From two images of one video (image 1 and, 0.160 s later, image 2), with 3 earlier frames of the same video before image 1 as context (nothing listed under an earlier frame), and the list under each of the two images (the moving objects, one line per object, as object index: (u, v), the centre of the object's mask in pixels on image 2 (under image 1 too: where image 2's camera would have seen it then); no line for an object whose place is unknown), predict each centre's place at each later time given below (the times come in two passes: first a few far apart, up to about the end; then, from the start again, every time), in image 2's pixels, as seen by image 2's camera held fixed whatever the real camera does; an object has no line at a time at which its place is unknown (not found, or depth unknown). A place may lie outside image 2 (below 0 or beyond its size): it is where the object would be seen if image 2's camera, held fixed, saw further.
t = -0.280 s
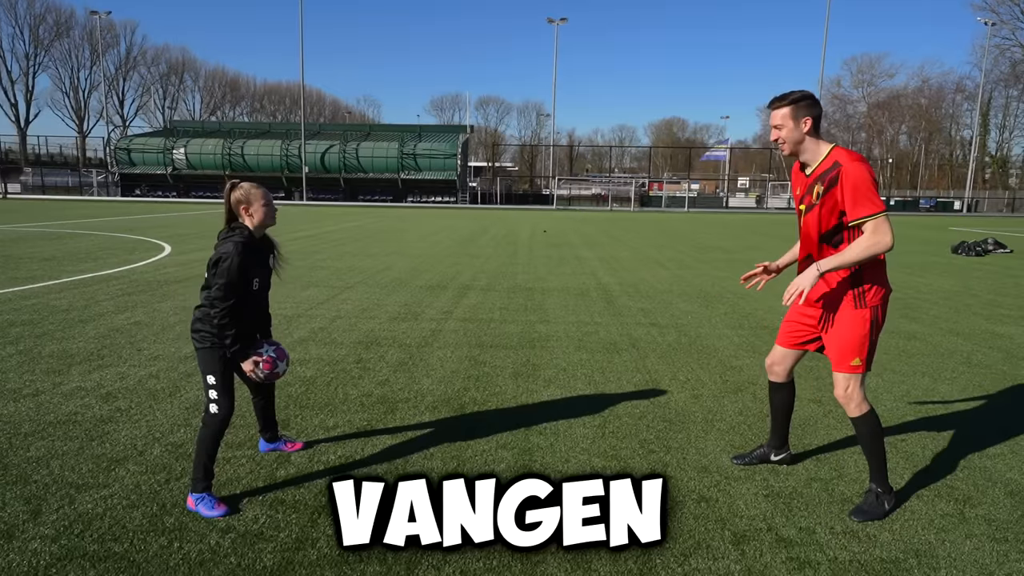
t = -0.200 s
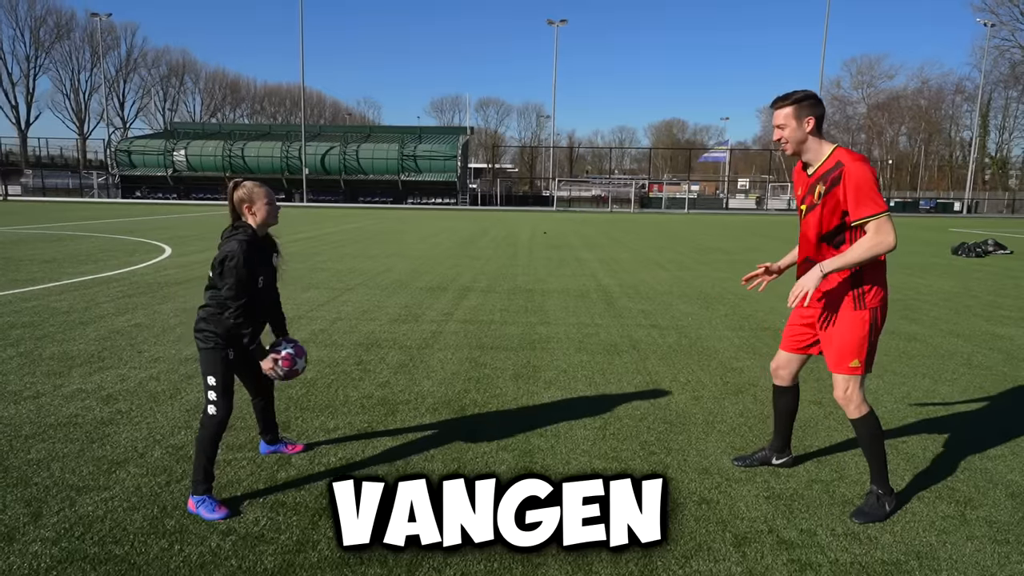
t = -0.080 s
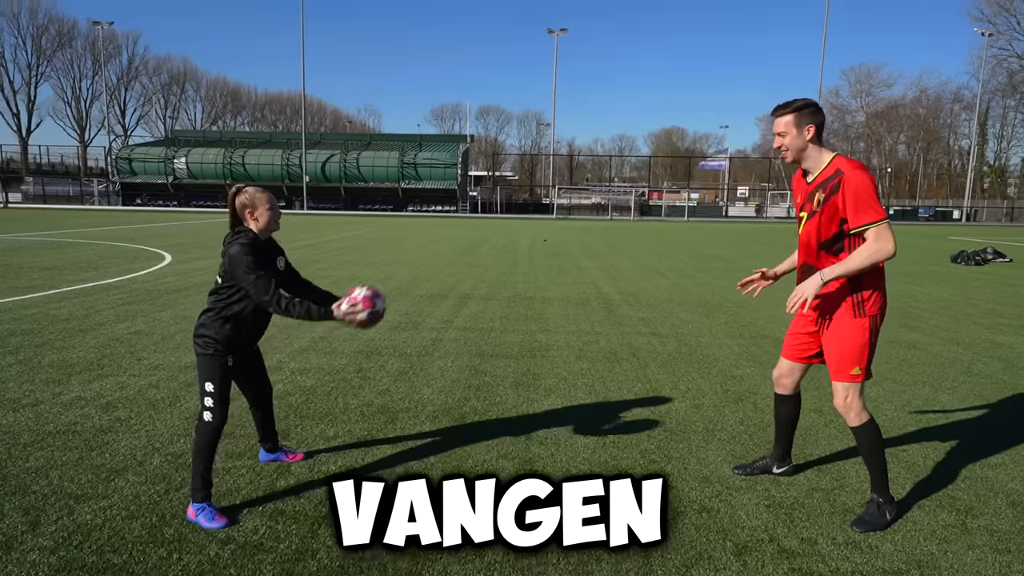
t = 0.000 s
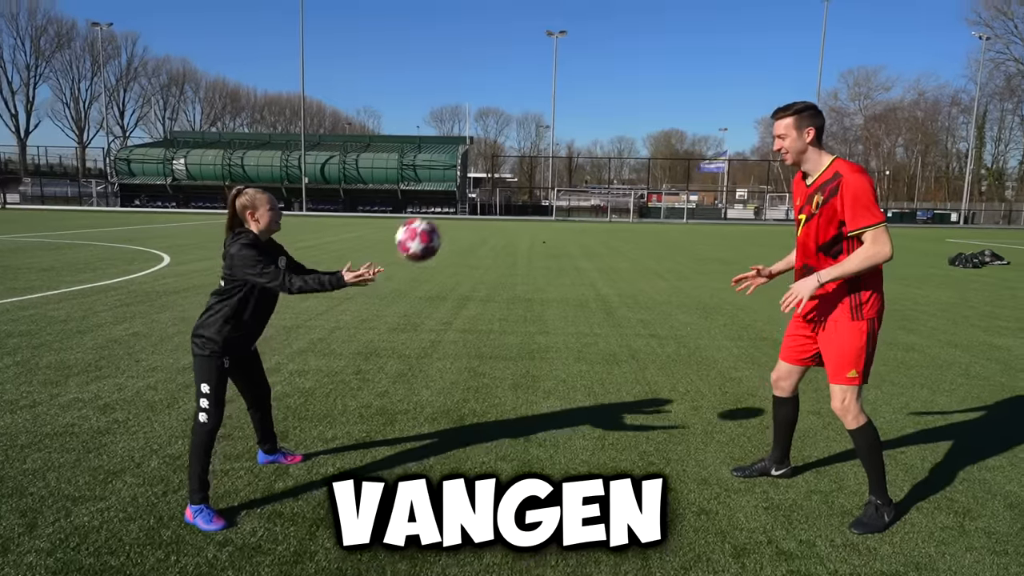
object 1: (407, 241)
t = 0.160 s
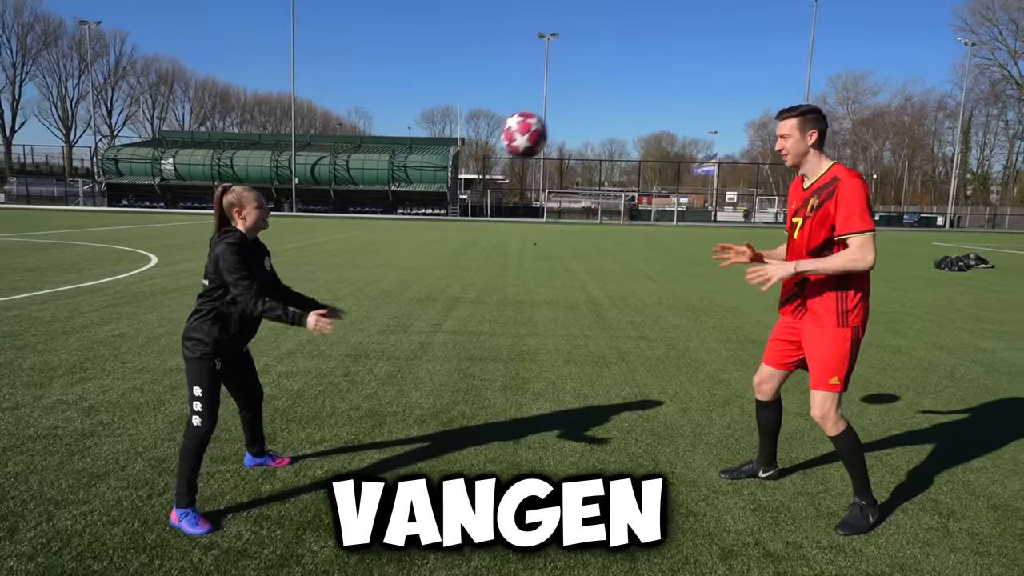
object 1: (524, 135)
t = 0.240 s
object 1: (583, 101)
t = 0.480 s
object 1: (762, 81)
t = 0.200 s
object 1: (553, 116)
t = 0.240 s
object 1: (583, 101)
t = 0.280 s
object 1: (613, 89)
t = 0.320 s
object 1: (643, 80)
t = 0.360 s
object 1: (673, 75)
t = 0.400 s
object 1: (703, 73)
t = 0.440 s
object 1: (733, 75)
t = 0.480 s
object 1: (762, 81)
